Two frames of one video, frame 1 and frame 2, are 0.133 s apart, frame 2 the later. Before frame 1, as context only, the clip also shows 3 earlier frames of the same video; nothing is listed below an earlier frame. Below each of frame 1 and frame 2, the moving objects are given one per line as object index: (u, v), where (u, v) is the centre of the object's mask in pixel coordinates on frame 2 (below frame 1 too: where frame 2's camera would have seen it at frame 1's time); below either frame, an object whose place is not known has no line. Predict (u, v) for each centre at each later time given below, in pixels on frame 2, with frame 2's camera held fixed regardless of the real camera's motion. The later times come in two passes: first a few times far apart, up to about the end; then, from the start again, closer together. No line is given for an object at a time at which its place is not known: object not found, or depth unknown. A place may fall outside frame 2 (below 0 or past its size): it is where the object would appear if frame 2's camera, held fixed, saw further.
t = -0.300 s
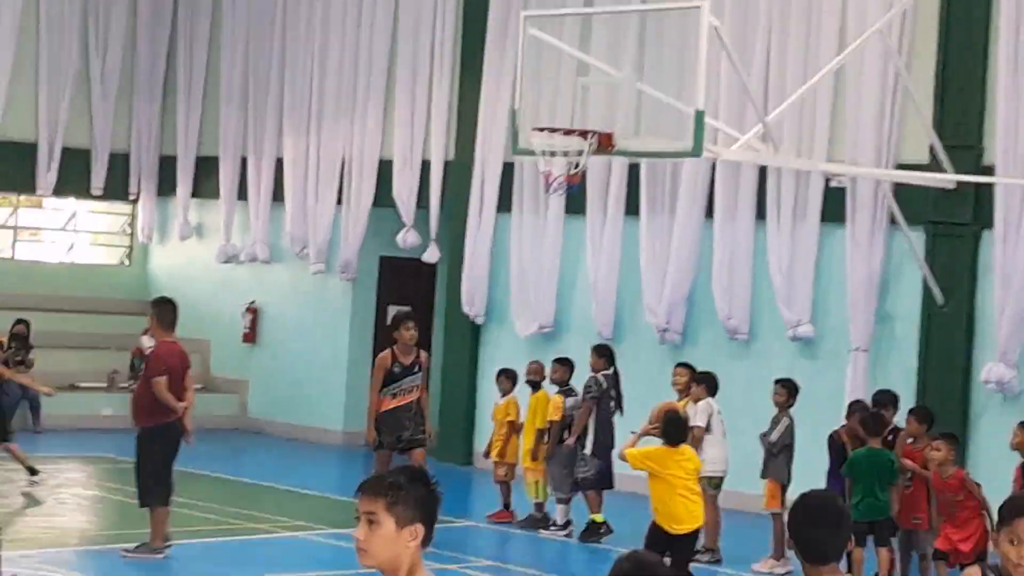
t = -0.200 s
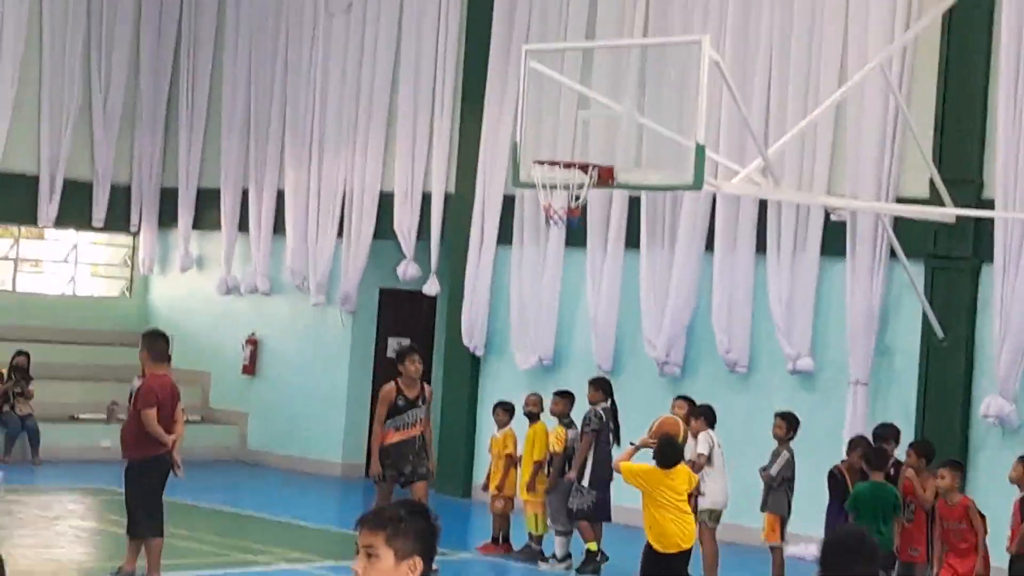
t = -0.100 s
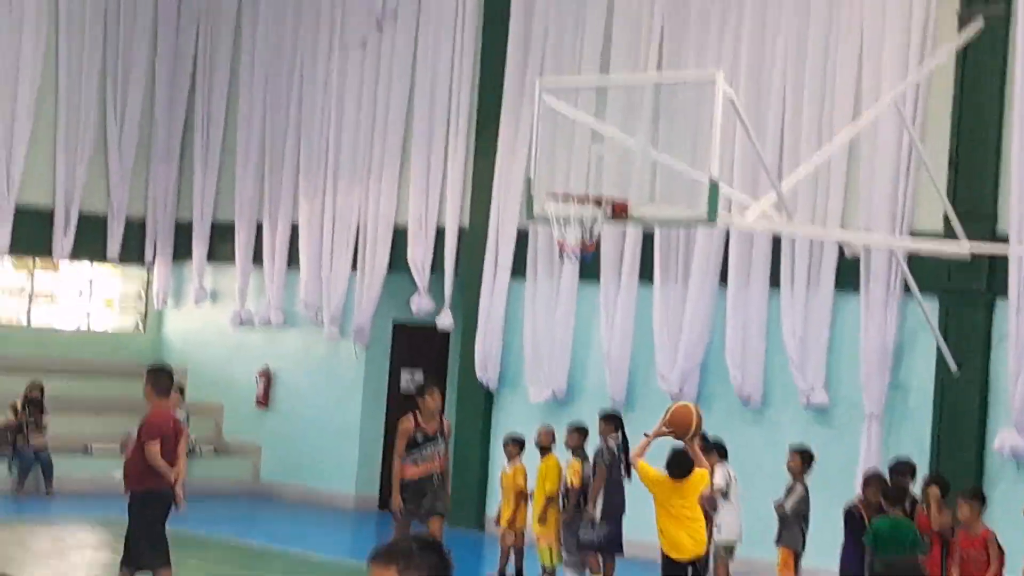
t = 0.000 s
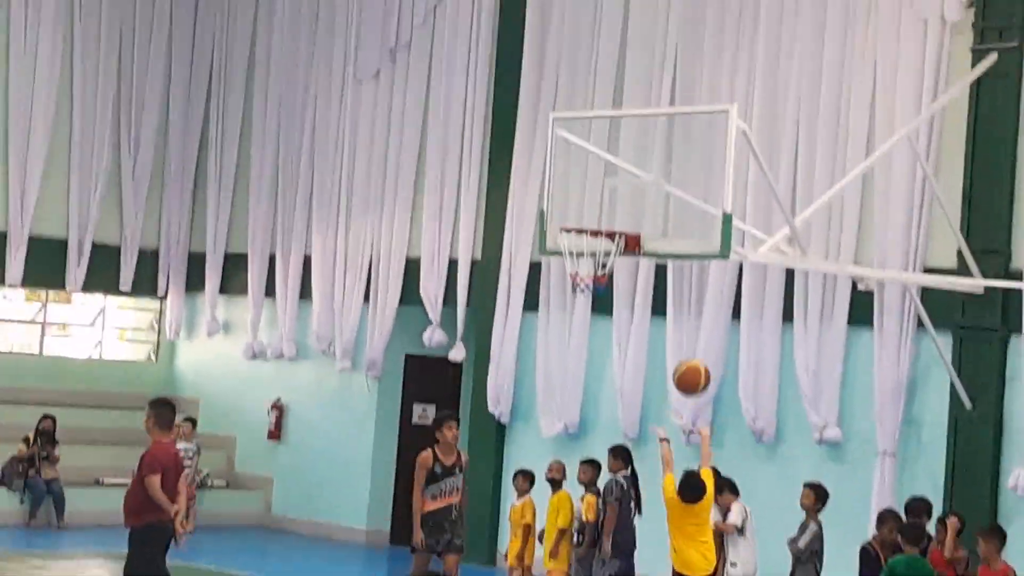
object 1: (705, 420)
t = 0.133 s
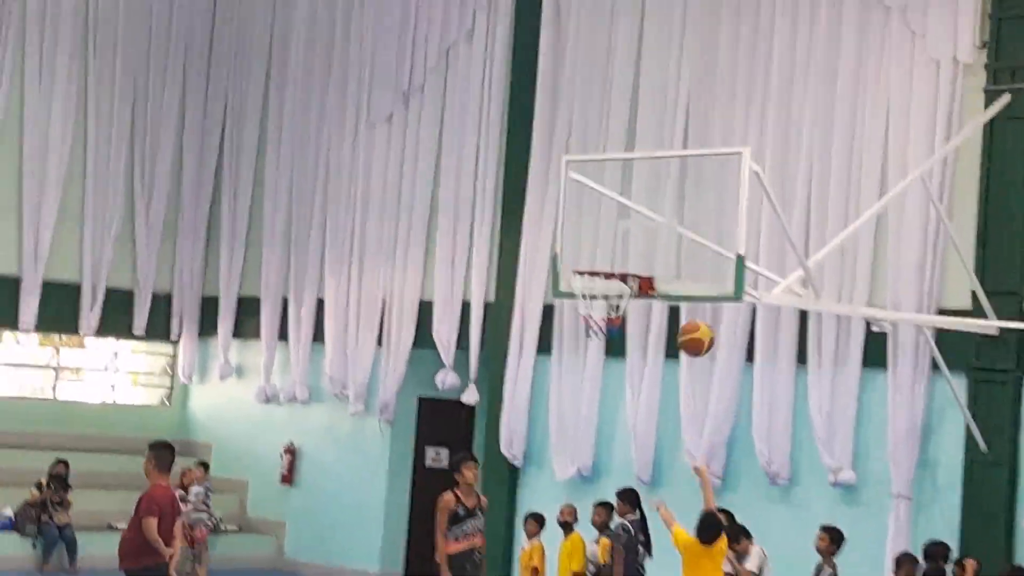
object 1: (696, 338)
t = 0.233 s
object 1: (688, 298)
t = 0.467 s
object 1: (658, 267)
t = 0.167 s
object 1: (692, 323)
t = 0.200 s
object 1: (689, 310)
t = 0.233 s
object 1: (688, 298)
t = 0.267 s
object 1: (685, 288)
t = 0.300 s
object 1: (682, 282)
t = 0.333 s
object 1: (679, 275)
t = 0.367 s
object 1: (676, 271)
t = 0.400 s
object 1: (673, 268)
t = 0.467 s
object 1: (658, 267)
